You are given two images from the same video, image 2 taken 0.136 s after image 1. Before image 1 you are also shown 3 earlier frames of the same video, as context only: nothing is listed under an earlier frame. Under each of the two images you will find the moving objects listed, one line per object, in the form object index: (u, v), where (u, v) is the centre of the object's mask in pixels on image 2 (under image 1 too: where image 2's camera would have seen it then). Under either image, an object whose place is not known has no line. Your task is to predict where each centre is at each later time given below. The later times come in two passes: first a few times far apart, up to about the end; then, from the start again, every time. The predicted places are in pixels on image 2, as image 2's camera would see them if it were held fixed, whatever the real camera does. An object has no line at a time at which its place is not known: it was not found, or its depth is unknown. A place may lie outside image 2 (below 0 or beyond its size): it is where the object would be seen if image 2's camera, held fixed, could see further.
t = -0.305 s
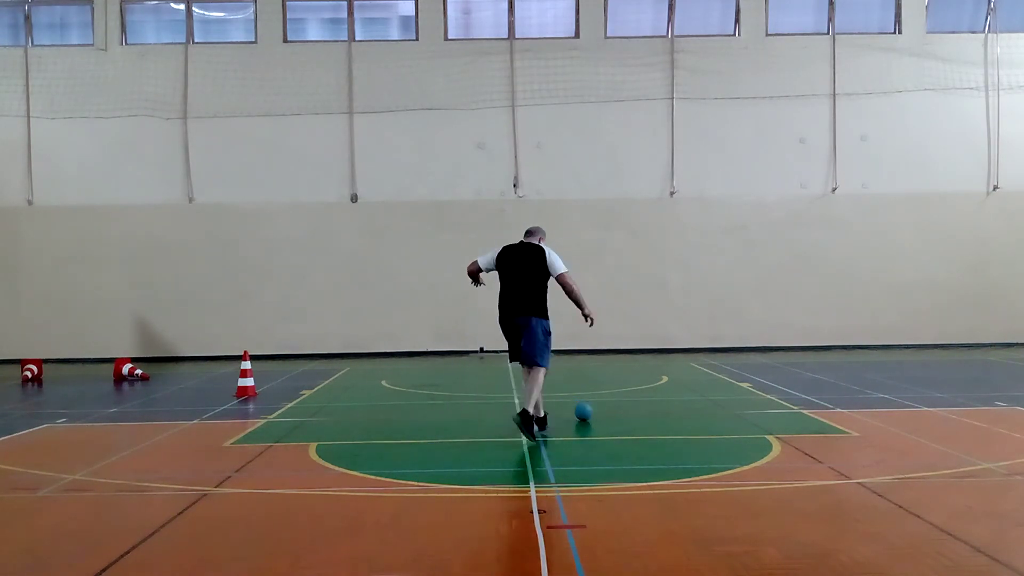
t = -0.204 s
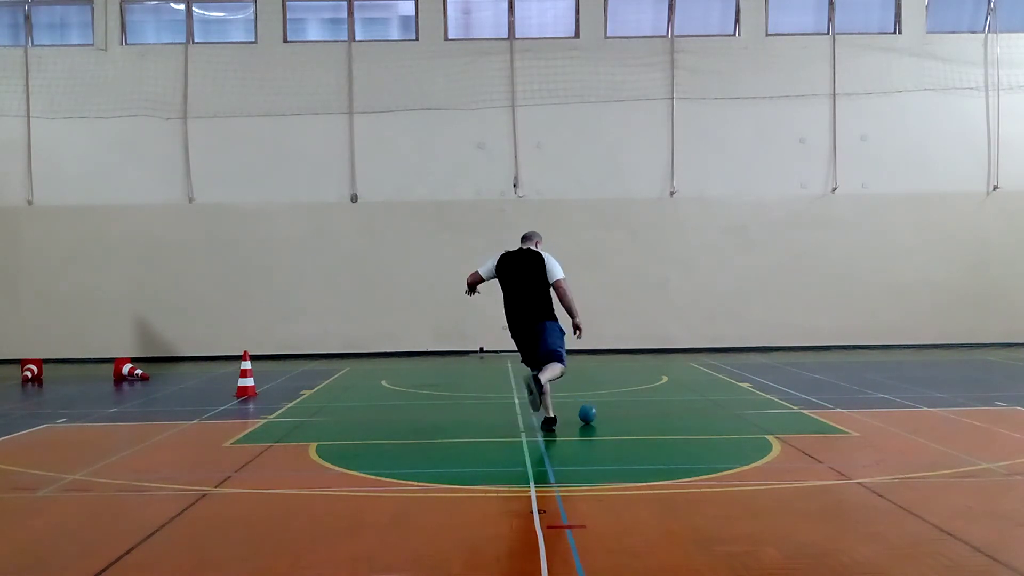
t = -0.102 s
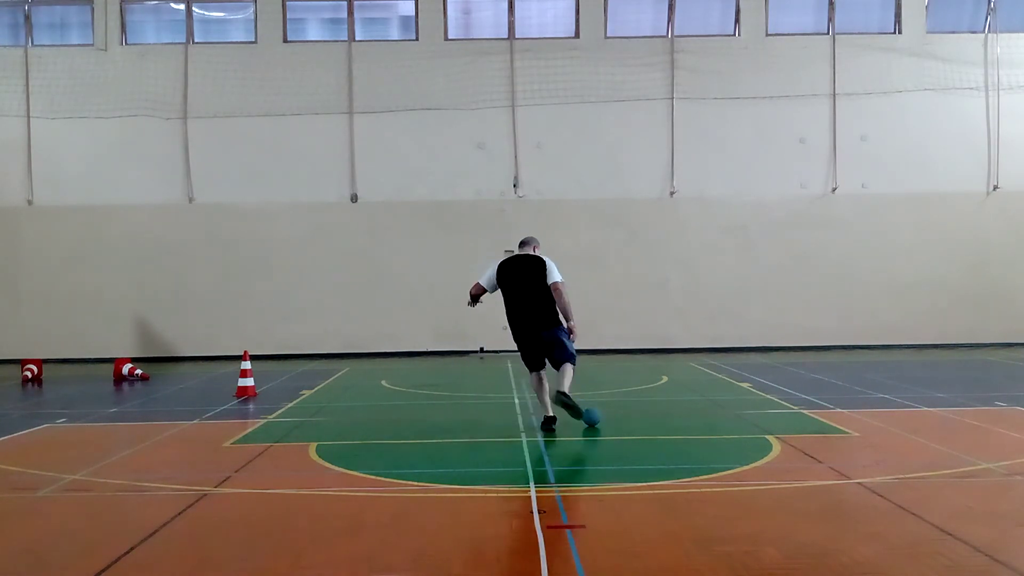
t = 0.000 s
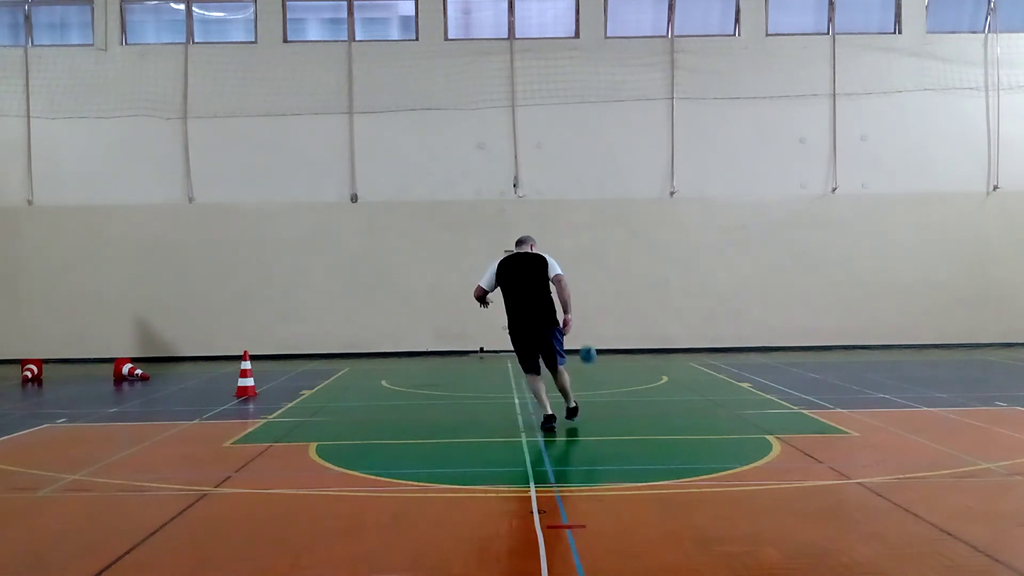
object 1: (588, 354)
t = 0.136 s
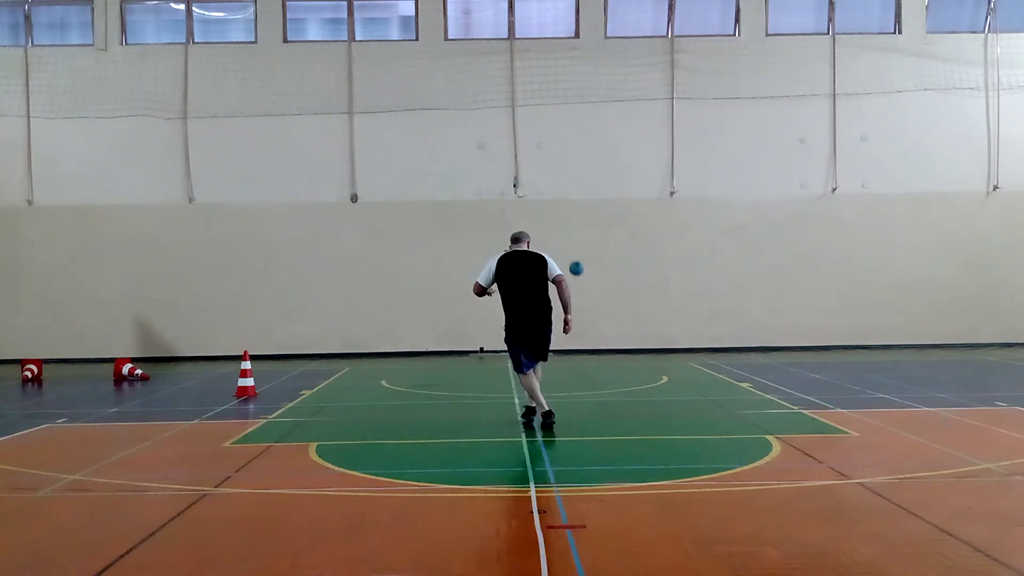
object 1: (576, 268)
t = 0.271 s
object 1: (568, 215)
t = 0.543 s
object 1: (555, 169)
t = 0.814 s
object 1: (546, 175)
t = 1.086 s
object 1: (555, 209)
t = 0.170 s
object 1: (574, 253)
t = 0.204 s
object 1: (572, 238)
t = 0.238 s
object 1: (570, 226)
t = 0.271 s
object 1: (568, 215)
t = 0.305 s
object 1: (566, 206)
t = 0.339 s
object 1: (564, 197)
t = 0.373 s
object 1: (562, 190)
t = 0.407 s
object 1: (561, 184)
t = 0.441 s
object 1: (559, 179)
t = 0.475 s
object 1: (558, 175)
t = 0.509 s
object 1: (556, 172)
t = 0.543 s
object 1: (555, 169)
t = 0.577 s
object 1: (554, 168)
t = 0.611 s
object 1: (553, 167)
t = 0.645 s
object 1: (551, 167)
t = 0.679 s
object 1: (550, 167)
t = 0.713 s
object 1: (549, 168)
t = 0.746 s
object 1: (548, 170)
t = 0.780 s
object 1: (547, 172)
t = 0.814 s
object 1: (546, 175)
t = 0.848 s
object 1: (546, 178)
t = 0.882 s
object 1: (547, 180)
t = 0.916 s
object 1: (548, 183)
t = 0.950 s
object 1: (549, 187)
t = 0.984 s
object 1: (551, 191)
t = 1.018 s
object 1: (552, 196)
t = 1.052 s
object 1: (553, 202)
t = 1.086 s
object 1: (555, 209)
